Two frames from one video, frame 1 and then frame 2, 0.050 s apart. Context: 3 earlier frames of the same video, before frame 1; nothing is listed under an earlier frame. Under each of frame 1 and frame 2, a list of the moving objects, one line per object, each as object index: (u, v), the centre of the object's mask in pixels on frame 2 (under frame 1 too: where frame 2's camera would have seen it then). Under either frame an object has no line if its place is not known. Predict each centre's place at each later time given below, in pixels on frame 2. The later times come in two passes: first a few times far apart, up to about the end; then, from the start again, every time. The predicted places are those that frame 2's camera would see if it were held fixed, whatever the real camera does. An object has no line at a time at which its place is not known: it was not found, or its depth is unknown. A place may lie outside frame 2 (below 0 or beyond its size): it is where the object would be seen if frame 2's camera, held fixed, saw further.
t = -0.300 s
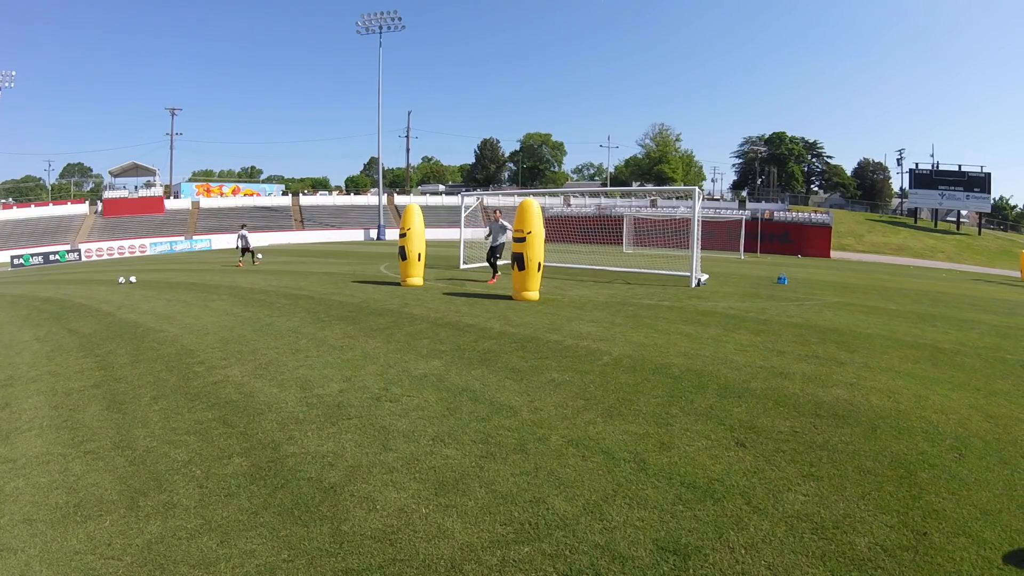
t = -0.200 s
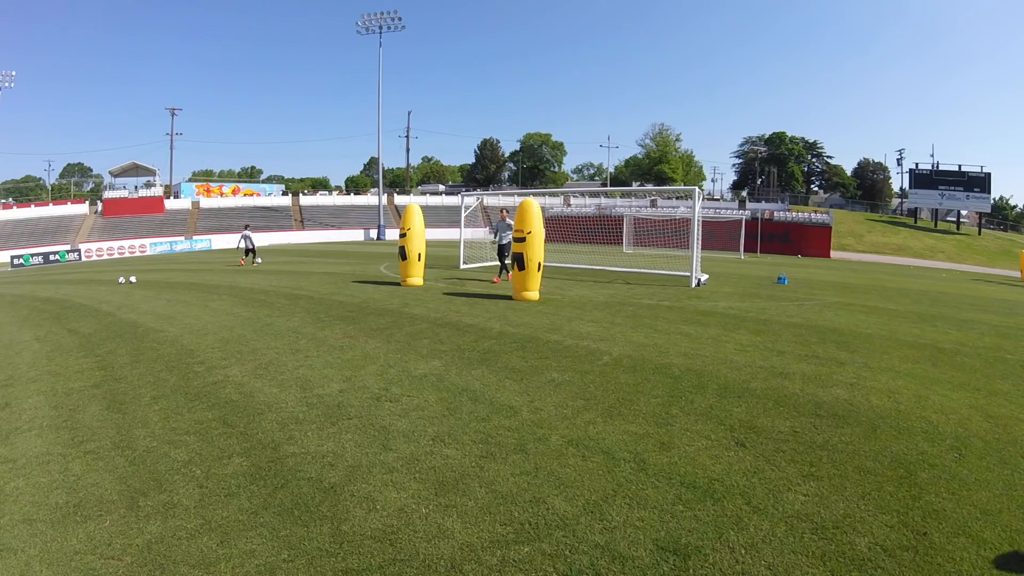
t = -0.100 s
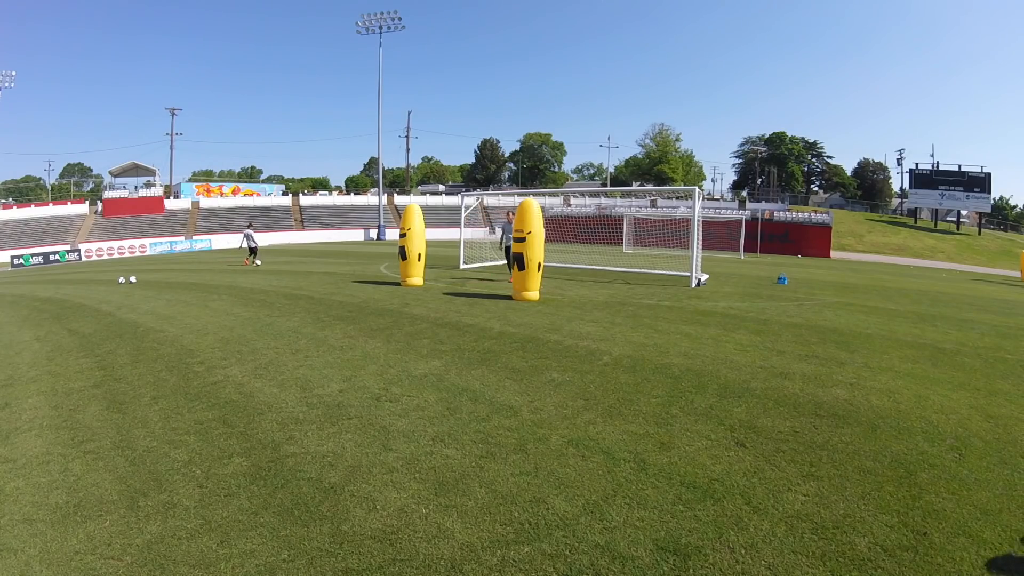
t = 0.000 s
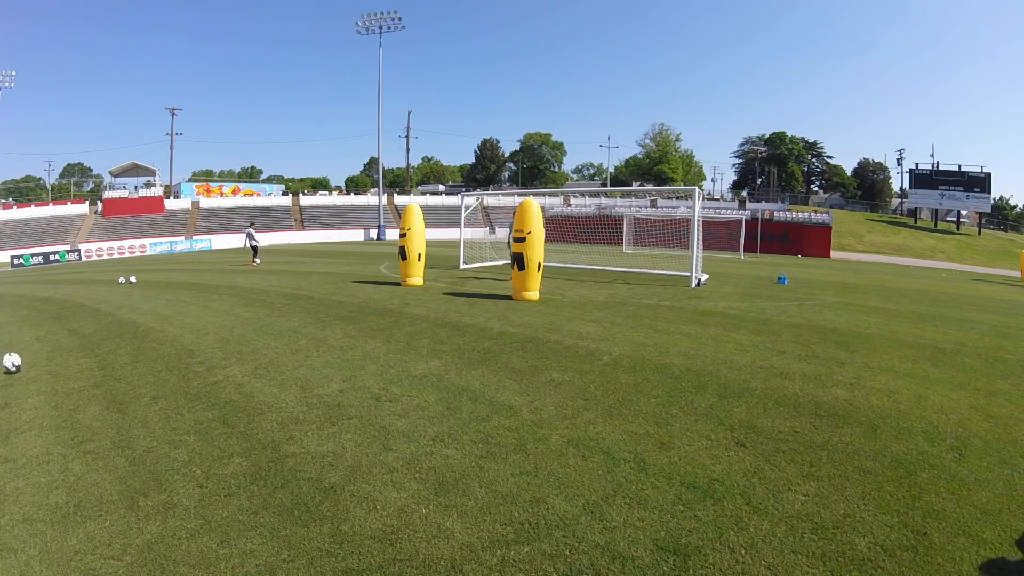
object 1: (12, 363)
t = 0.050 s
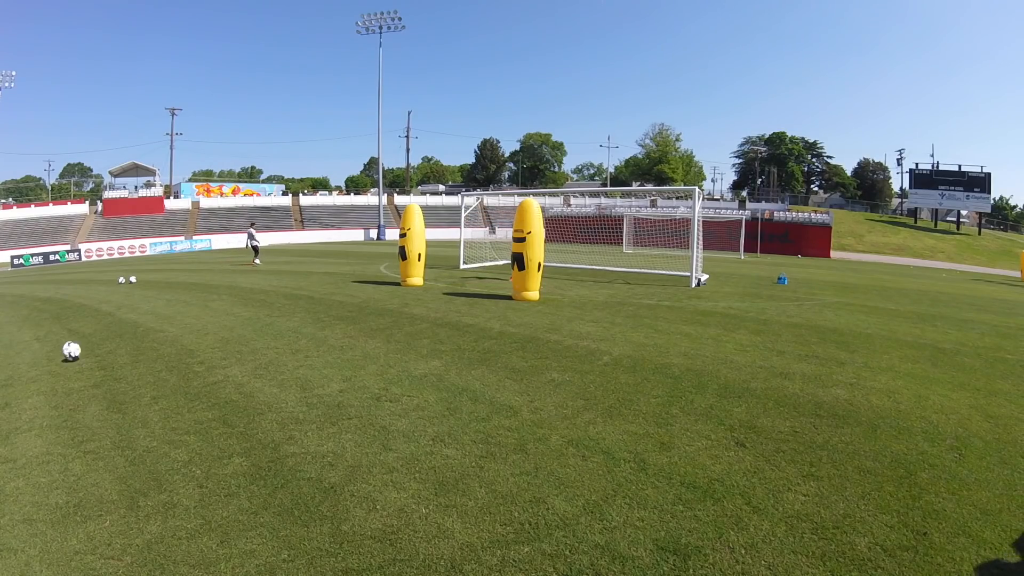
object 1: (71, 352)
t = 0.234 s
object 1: (252, 318)
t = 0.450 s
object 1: (384, 297)
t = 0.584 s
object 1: (433, 288)
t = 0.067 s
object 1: (91, 348)
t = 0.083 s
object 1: (110, 345)
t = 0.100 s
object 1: (128, 342)
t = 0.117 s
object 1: (145, 338)
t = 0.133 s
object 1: (162, 335)
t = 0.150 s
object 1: (178, 331)
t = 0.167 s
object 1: (194, 328)
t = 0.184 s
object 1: (209, 325)
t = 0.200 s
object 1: (224, 323)
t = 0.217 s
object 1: (238, 320)
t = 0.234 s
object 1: (252, 318)
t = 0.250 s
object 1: (265, 316)
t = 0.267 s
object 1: (278, 315)
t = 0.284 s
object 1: (291, 313)
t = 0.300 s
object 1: (302, 311)
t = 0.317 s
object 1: (312, 308)
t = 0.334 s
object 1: (323, 306)
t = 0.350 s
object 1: (332, 305)
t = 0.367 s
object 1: (342, 303)
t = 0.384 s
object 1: (351, 302)
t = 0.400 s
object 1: (359, 301)
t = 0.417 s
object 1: (368, 300)
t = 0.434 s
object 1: (376, 299)
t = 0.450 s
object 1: (384, 297)
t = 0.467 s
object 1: (390, 296)
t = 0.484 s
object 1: (397, 294)
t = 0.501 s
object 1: (404, 293)
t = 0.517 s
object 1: (410, 292)
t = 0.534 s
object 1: (416, 291)
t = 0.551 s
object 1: (422, 290)
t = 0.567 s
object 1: (427, 289)
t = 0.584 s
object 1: (433, 288)
